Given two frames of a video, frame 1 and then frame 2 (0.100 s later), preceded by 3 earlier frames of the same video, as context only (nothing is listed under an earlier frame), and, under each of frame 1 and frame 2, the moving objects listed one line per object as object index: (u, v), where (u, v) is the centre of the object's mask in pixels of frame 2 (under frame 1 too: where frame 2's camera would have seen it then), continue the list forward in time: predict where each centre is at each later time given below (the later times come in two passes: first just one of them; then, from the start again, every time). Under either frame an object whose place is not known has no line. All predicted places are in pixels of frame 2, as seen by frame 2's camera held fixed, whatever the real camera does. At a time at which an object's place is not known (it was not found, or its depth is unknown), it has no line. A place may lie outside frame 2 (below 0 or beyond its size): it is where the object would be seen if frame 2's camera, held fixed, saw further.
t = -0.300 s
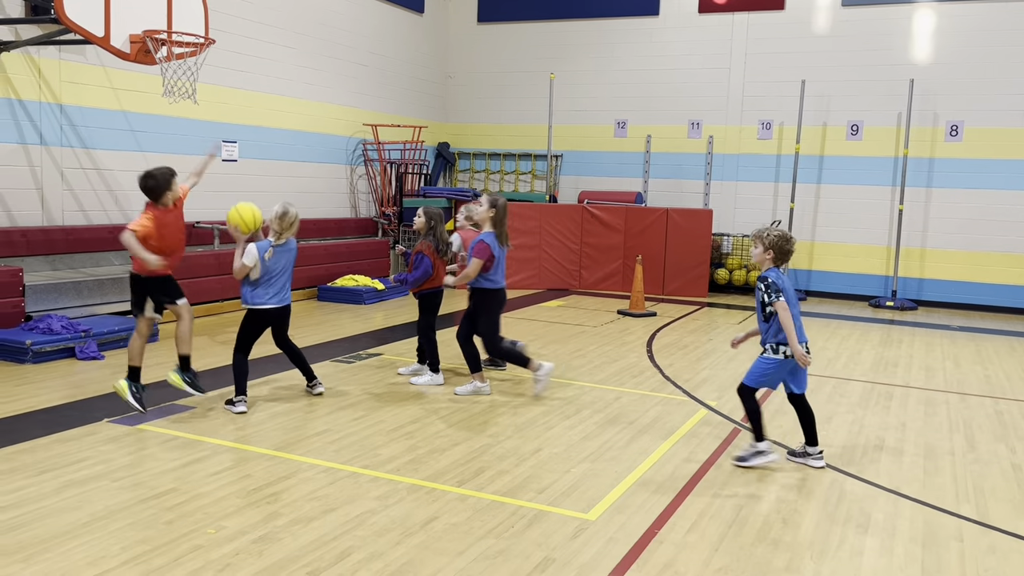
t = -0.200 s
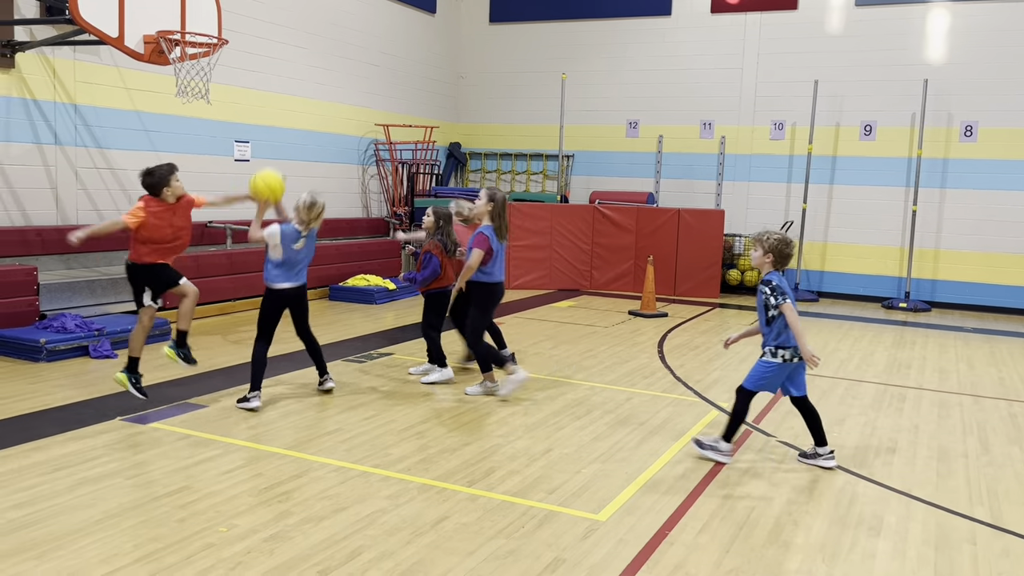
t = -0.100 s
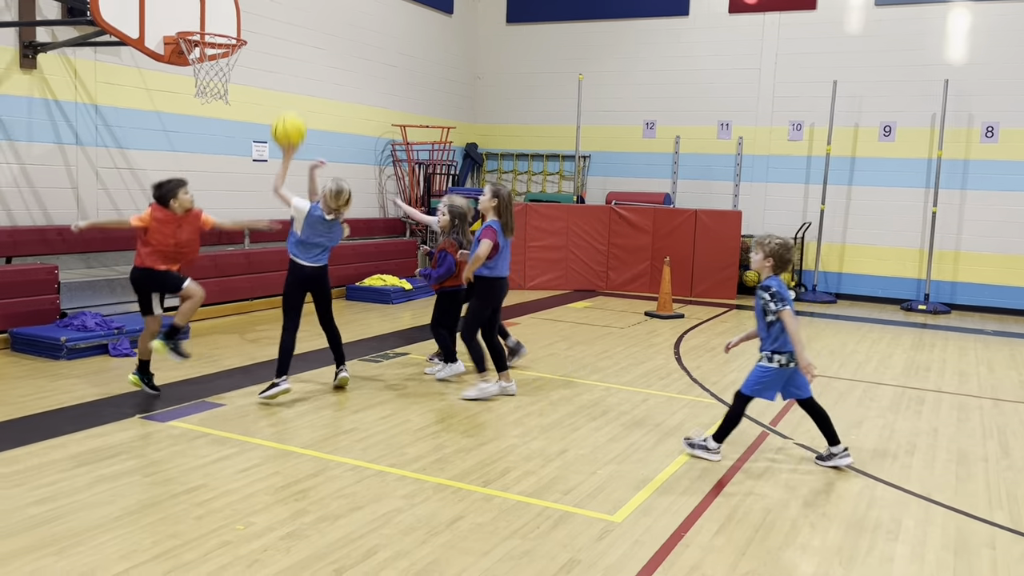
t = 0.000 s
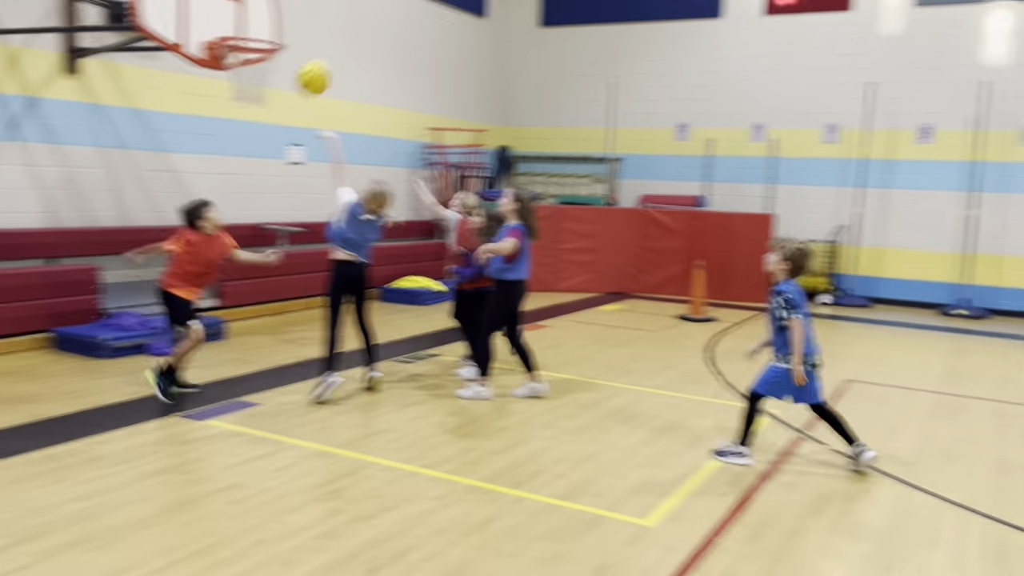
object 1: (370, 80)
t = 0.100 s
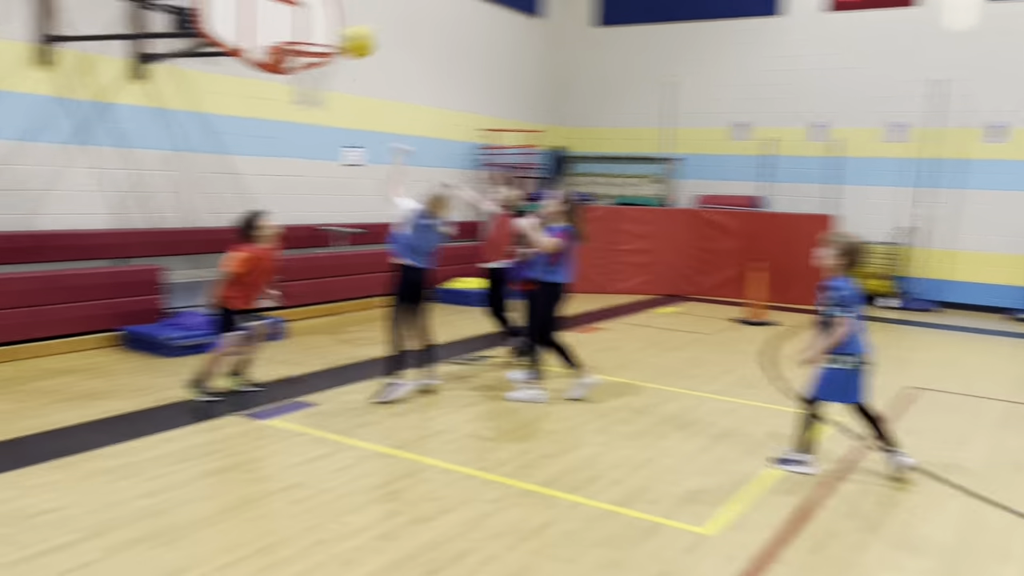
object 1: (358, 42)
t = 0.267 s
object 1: (340, 12)
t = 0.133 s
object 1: (355, 33)
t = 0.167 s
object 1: (351, 25)
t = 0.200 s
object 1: (348, 19)
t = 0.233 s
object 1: (344, 15)
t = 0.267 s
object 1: (340, 12)
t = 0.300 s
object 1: (336, 10)
